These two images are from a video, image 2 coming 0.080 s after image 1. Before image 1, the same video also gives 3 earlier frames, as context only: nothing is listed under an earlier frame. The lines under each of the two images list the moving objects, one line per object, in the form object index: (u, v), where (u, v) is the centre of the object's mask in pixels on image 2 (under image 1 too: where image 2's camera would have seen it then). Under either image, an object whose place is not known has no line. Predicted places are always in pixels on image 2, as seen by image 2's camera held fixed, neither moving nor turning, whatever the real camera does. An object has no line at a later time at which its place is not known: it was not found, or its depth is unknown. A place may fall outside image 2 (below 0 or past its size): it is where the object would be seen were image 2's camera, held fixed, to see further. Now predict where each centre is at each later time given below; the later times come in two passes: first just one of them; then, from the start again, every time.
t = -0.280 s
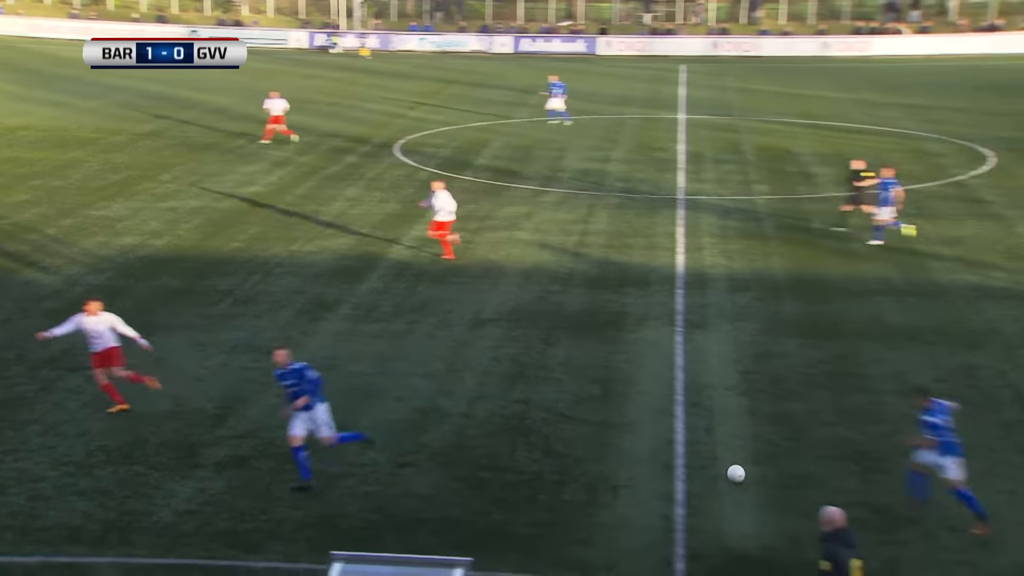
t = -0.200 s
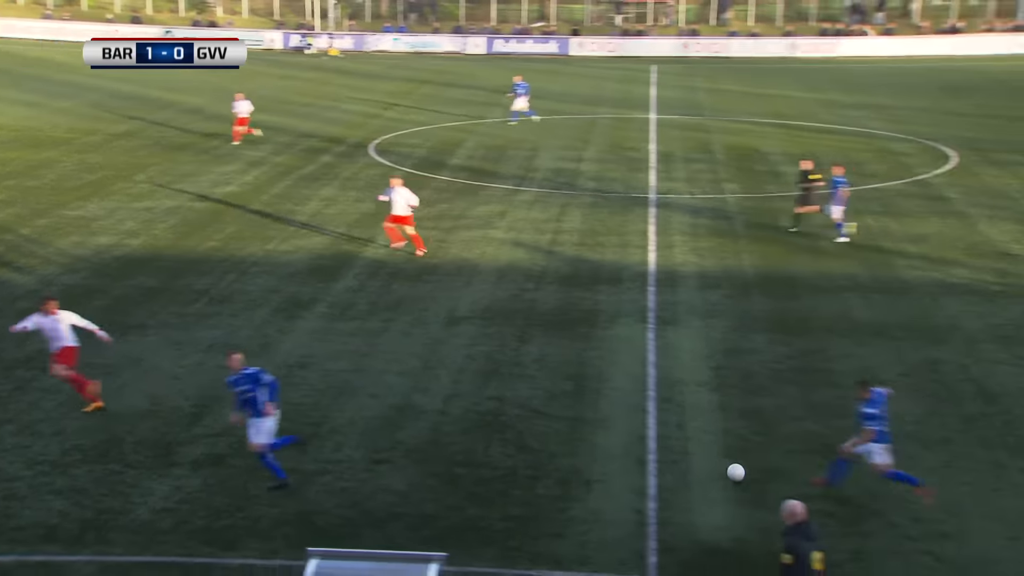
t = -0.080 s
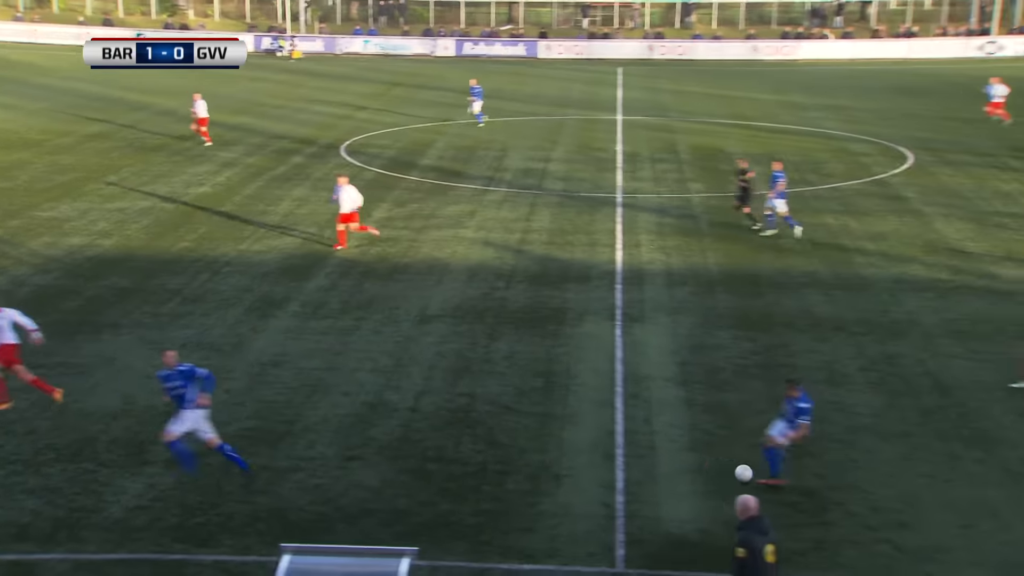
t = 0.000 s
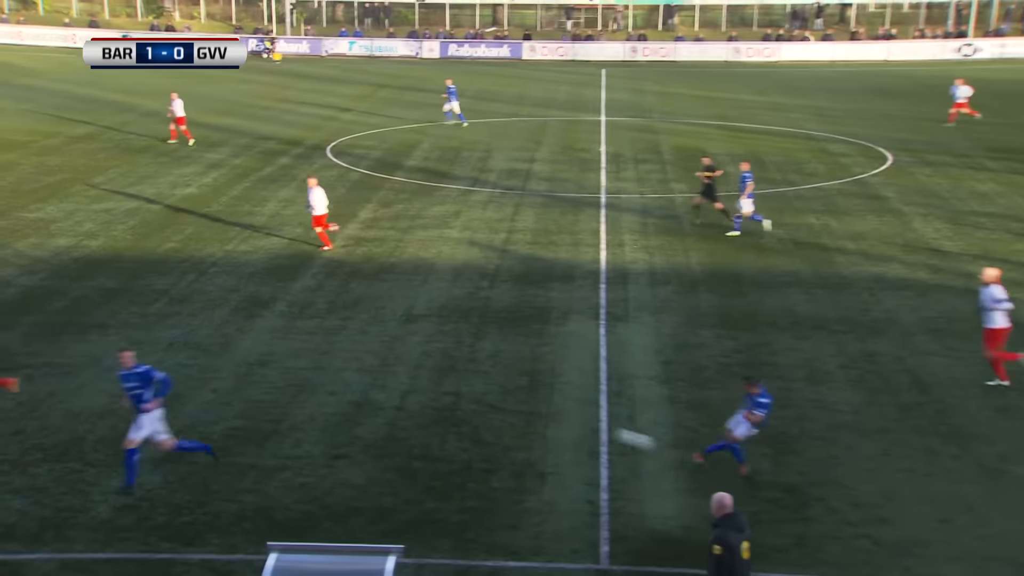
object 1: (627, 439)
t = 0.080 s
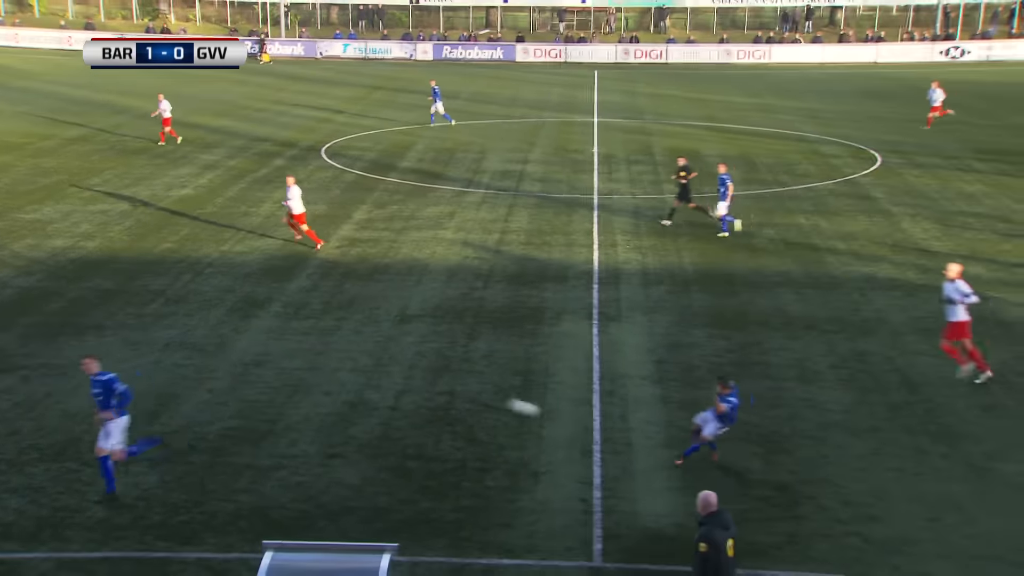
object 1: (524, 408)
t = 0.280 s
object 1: (339, 347)
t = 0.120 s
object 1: (480, 394)
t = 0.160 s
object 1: (440, 380)
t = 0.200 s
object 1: (404, 368)
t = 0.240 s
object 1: (370, 357)
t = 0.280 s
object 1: (339, 347)
